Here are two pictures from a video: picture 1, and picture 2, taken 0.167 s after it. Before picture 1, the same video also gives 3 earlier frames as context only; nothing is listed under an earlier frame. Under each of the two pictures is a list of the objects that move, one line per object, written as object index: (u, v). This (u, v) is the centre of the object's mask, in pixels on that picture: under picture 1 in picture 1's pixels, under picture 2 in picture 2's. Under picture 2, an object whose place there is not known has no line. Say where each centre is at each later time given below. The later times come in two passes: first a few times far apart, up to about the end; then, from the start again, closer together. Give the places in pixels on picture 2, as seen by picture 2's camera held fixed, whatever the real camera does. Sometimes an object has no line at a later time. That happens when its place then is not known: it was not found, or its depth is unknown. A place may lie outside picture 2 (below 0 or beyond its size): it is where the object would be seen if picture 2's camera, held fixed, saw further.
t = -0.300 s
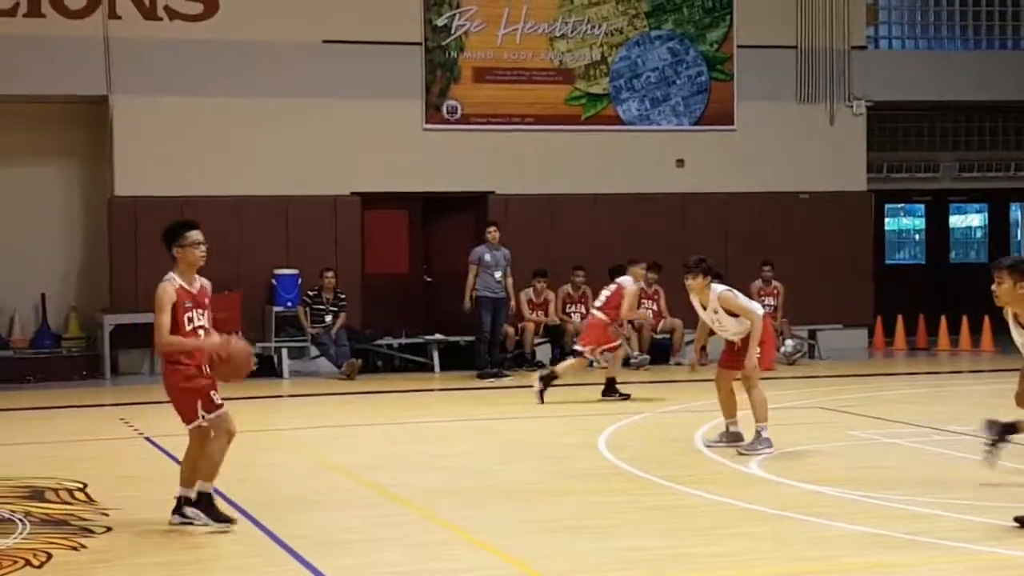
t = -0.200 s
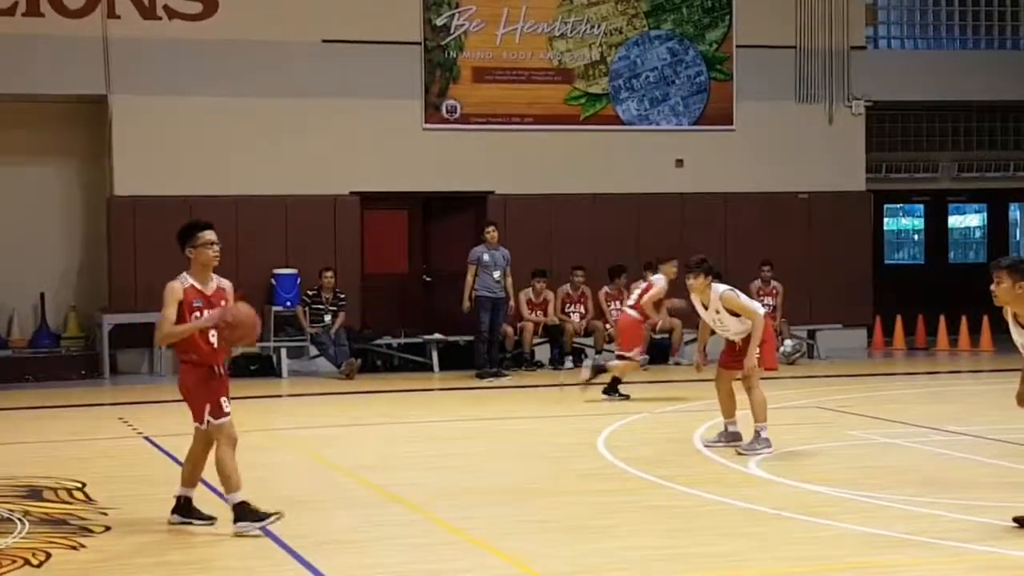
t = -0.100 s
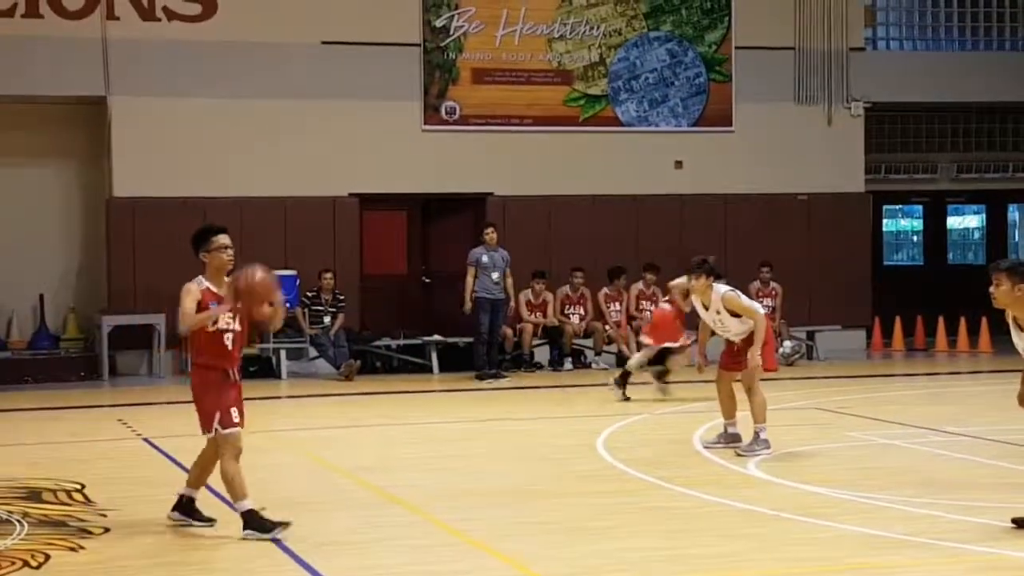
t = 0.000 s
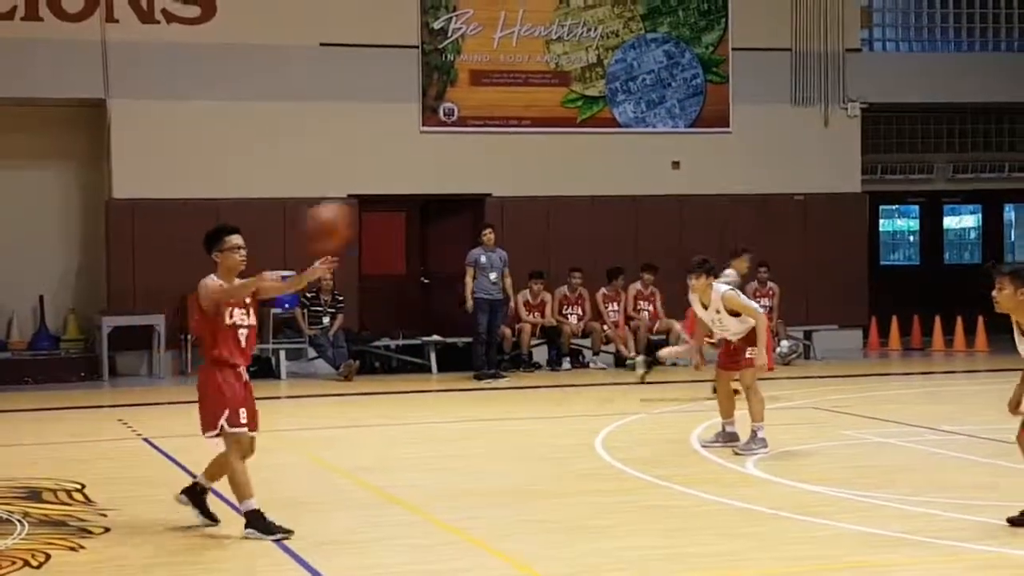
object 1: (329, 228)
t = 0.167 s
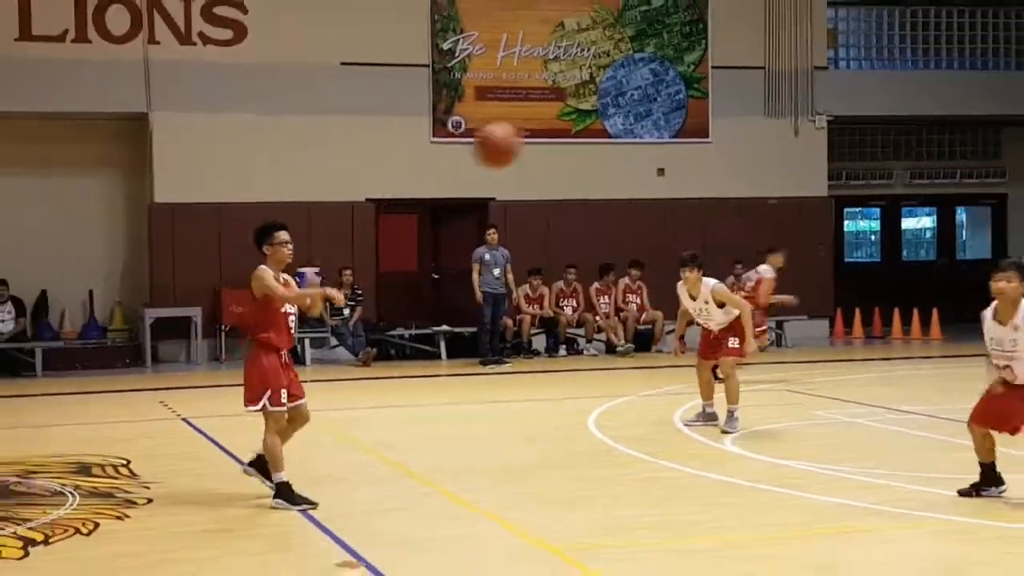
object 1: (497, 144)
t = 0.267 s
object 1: (601, 115)
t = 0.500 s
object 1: (904, 119)
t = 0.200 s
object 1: (533, 131)
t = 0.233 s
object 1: (568, 122)
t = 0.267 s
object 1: (601, 115)
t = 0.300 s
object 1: (639, 109)
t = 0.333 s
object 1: (681, 104)
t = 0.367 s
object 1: (721, 101)
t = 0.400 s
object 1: (765, 101)
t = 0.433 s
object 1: (807, 105)
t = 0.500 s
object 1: (904, 119)
